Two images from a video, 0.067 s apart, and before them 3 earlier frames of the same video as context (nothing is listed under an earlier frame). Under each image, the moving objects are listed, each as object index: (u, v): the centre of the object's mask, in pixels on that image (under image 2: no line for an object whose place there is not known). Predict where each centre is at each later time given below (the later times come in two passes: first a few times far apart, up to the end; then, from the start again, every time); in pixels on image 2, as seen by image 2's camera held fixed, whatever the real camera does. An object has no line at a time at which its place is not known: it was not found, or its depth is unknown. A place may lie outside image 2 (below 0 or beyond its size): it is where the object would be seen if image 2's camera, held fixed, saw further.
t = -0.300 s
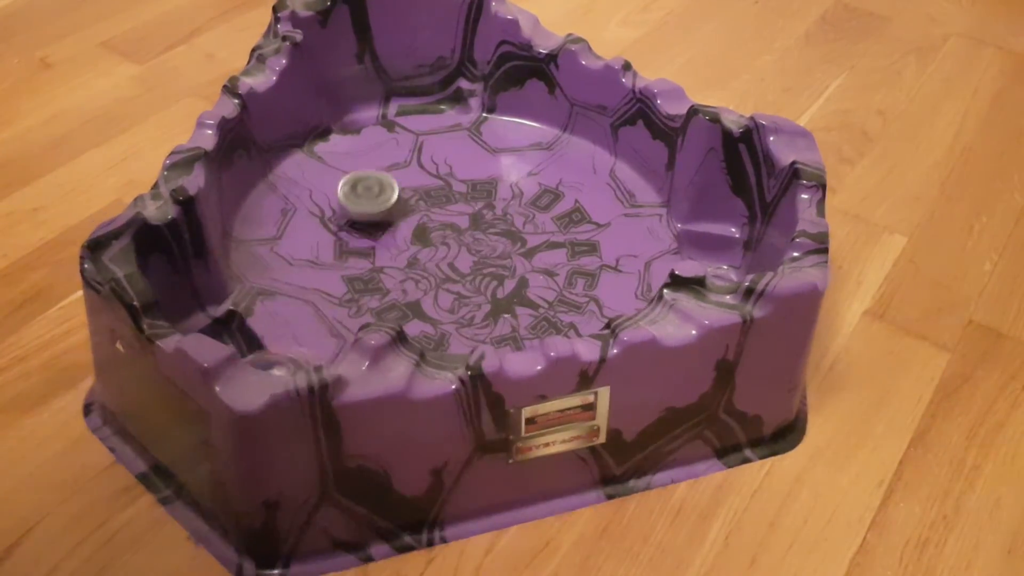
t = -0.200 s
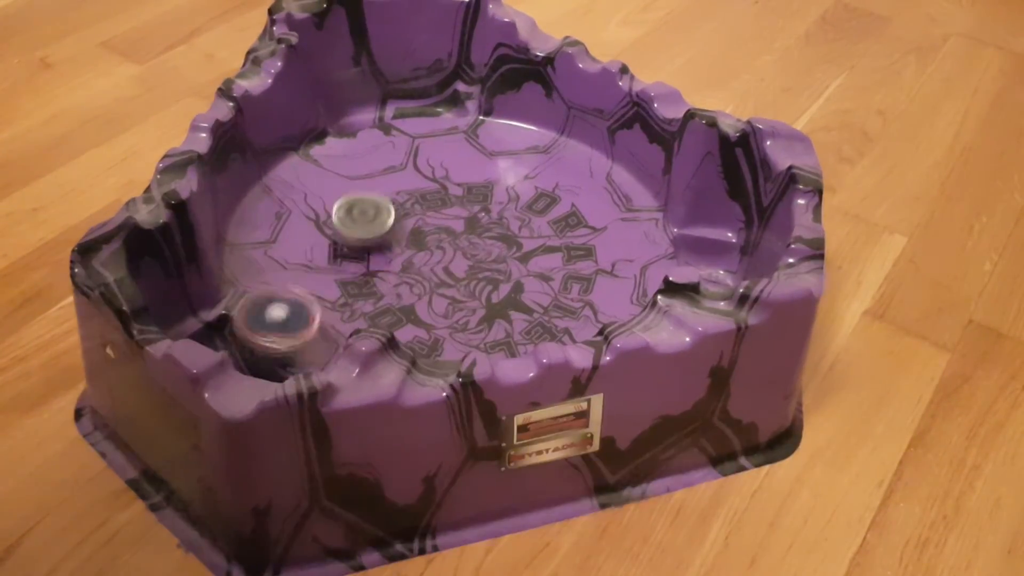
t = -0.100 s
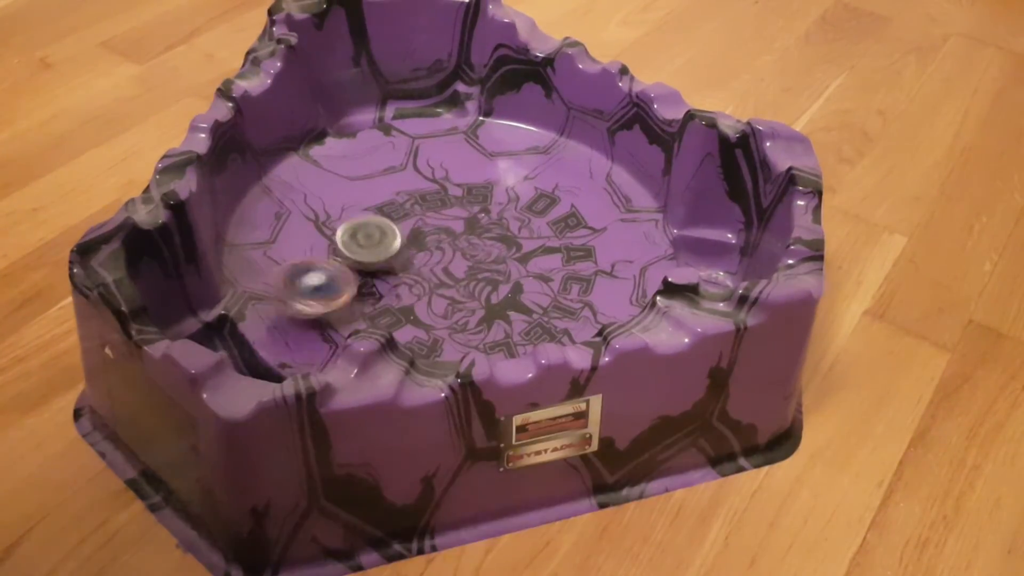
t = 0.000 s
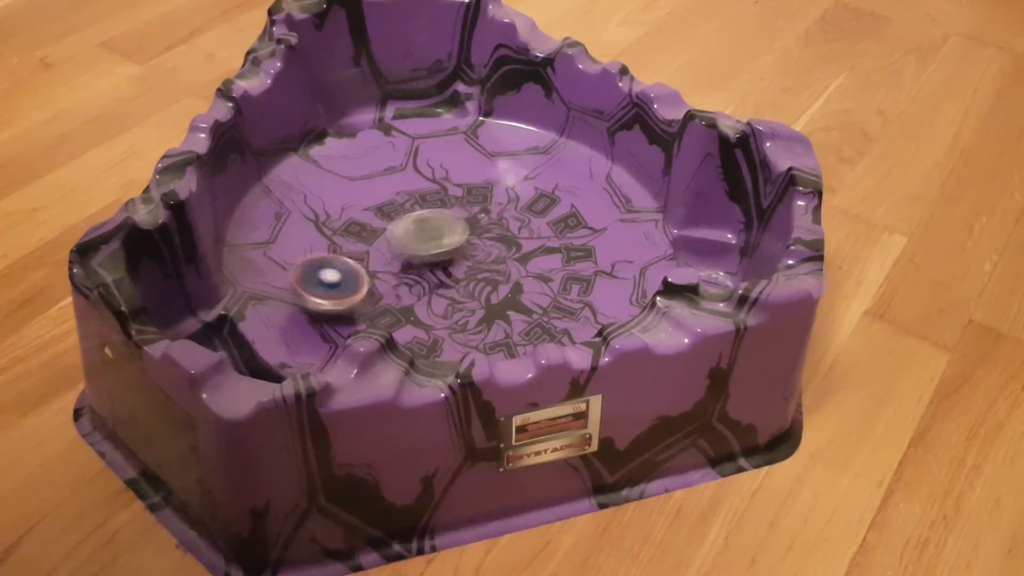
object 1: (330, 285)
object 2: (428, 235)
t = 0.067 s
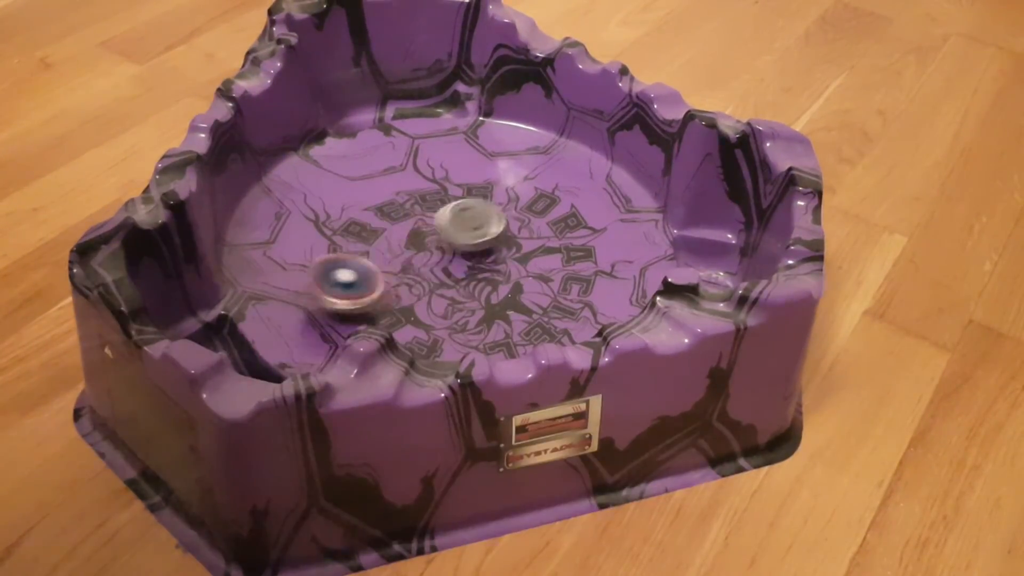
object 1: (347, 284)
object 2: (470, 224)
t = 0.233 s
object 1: (382, 246)
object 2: (510, 201)
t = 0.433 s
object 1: (377, 192)
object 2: (520, 175)
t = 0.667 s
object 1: (340, 175)
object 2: (498, 164)
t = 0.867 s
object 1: (374, 217)
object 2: (472, 181)
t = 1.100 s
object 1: (426, 243)
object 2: (522, 193)
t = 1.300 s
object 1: (485, 239)
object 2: (555, 193)
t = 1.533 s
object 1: (497, 216)
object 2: (558, 181)
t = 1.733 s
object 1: (460, 225)
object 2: (531, 184)
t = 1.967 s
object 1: (434, 245)
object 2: (529, 226)
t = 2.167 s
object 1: (442, 274)
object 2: (547, 257)
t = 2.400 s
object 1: (492, 278)
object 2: (581, 274)
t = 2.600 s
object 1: (498, 241)
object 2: (594, 267)
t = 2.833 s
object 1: (443, 210)
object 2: (559, 260)
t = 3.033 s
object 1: (381, 227)
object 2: (504, 265)
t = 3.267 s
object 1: (371, 278)
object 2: (461, 285)
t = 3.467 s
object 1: (379, 296)
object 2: (458, 303)
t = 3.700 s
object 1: (388, 281)
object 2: (488, 302)
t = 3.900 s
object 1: (408, 244)
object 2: (481, 279)
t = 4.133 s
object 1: (406, 202)
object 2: (448, 255)
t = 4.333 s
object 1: (405, 184)
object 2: (410, 250)
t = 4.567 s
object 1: (423, 185)
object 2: (382, 254)
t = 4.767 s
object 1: (449, 203)
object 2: (378, 260)
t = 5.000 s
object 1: (493, 217)
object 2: (395, 261)
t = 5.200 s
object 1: (518, 226)
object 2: (422, 254)
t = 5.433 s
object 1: (524, 236)
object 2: (440, 231)
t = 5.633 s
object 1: (513, 245)
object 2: (439, 213)
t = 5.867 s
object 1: (483, 255)
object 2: (437, 210)
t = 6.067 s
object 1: (448, 269)
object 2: (444, 214)
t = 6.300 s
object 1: (436, 284)
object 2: (459, 211)
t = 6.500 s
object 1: (445, 280)
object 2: (468, 208)
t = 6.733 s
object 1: (460, 255)
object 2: (473, 207)
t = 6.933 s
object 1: (438, 255)
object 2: (471, 198)
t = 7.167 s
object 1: (429, 263)
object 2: (456, 211)
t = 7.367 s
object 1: (426, 265)
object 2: (472, 221)
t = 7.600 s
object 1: (426, 268)
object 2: (493, 220)
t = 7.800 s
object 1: (438, 256)
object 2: (498, 222)
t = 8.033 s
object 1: (415, 242)
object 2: (521, 221)
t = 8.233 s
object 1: (377, 246)
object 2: (531, 214)
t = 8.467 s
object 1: (385, 260)
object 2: (519, 217)
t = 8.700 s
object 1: (439, 253)
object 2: (504, 236)
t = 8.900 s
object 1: (423, 238)
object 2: (547, 238)
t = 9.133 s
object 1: (416, 226)
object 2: (554, 228)
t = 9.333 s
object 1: (424, 227)
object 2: (531, 233)
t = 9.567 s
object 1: (443, 223)
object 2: (514, 257)
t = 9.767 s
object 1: (428, 213)
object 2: (517, 272)
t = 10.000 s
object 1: (427, 225)
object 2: (505, 279)
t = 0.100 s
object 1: (356, 282)
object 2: (484, 220)
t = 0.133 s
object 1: (367, 274)
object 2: (494, 216)
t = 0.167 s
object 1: (371, 266)
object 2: (501, 211)
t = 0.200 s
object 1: (378, 256)
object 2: (506, 206)
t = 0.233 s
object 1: (382, 246)
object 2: (510, 201)
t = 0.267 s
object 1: (384, 238)
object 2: (514, 197)
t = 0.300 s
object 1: (386, 229)
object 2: (517, 192)
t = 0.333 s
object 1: (386, 218)
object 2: (520, 187)
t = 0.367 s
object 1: (383, 210)
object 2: (521, 183)
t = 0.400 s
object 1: (380, 202)
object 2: (521, 179)
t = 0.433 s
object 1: (377, 192)
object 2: (520, 175)
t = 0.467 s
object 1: (374, 185)
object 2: (519, 172)
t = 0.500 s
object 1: (370, 177)
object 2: (517, 170)
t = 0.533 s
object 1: (366, 171)
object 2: (514, 167)
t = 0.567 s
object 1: (359, 168)
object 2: (512, 166)
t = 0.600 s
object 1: (352, 167)
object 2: (508, 164)
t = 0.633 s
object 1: (345, 169)
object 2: (503, 163)
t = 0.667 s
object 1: (340, 175)
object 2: (498, 164)
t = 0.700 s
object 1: (337, 182)
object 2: (493, 165)
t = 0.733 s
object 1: (337, 190)
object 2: (488, 166)
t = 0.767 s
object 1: (342, 199)
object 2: (484, 169)
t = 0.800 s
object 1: (348, 207)
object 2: (479, 173)
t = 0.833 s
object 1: (359, 213)
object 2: (475, 177)
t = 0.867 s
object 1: (374, 217)
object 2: (472, 181)
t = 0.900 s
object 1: (388, 220)
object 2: (470, 186)
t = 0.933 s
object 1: (405, 222)
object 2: (468, 192)
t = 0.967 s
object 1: (416, 223)
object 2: (469, 196)
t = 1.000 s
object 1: (414, 229)
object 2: (486, 194)
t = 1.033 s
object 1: (414, 234)
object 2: (503, 193)
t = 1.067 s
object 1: (419, 240)
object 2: (513, 193)
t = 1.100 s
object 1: (426, 243)
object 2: (522, 193)
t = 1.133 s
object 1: (437, 245)
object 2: (528, 193)
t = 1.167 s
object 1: (445, 246)
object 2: (535, 193)
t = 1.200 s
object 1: (455, 246)
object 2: (541, 194)
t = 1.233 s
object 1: (466, 245)
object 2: (547, 194)
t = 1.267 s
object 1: (476, 243)
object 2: (551, 193)
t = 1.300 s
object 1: (485, 239)
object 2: (555, 193)
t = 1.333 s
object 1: (492, 235)
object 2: (557, 191)
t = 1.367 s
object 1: (497, 232)
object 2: (558, 190)
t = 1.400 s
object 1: (500, 228)
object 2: (558, 189)
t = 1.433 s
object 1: (508, 222)
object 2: (558, 187)
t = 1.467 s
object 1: (508, 219)
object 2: (556, 186)
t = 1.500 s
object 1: (505, 216)
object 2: (557, 184)
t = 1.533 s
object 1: (497, 216)
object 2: (558, 181)
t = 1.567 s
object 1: (490, 216)
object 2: (555, 178)
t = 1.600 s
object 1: (482, 218)
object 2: (550, 176)
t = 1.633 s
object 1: (476, 220)
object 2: (544, 175)
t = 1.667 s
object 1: (470, 222)
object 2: (539, 176)
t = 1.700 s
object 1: (465, 224)
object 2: (535, 179)
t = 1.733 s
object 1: (460, 225)
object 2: (531, 184)
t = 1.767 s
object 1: (455, 227)
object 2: (528, 190)
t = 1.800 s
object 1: (452, 229)
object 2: (526, 195)
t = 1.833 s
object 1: (448, 231)
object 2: (526, 202)
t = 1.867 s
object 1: (444, 233)
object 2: (526, 208)
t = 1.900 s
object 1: (441, 236)
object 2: (526, 214)
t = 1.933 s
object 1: (437, 240)
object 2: (527, 220)
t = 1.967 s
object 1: (434, 245)
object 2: (529, 226)
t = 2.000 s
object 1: (432, 250)
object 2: (530, 232)
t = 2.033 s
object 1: (432, 255)
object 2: (532, 238)
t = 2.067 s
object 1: (432, 259)
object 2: (535, 244)
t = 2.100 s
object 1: (434, 264)
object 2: (538, 249)
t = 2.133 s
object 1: (437, 269)
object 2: (542, 253)
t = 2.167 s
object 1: (442, 274)
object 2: (547, 257)
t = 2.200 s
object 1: (448, 278)
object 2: (552, 260)
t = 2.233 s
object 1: (454, 281)
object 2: (557, 264)
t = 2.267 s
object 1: (462, 283)
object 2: (563, 267)
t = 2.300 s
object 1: (472, 284)
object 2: (566, 269)
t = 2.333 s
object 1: (481, 283)
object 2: (572, 271)
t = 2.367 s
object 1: (487, 281)
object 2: (577, 273)
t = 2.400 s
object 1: (492, 278)
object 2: (581, 274)
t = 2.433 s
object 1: (496, 273)
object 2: (586, 276)
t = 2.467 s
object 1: (500, 269)
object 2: (589, 276)
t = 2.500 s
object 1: (502, 262)
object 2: (592, 275)
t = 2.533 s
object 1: (502, 255)
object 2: (594, 273)
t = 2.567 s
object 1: (502, 249)
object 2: (595, 270)
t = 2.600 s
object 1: (498, 241)
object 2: (594, 267)
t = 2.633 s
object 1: (495, 237)
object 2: (592, 264)
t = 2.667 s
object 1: (492, 231)
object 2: (589, 261)
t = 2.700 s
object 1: (483, 224)
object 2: (584, 260)
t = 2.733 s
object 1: (474, 219)
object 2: (579, 259)
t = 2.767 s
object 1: (464, 215)
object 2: (572, 259)
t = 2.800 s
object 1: (454, 212)
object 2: (565, 259)
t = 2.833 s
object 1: (443, 210)
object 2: (559, 260)
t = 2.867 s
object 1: (431, 209)
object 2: (550, 261)
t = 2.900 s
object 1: (419, 209)
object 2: (541, 261)
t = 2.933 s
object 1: (408, 212)
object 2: (533, 262)
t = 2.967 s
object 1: (399, 216)
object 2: (523, 263)
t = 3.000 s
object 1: (388, 221)
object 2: (513, 264)
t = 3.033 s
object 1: (381, 227)
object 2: (504, 265)
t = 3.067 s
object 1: (373, 234)
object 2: (494, 267)
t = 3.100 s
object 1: (368, 241)
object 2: (484, 268)
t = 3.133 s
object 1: (368, 250)
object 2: (475, 270)
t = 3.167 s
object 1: (370, 257)
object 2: (466, 273)
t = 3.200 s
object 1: (374, 265)
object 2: (458, 275)
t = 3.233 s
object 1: (380, 273)
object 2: (453, 279)
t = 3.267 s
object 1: (371, 278)
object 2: (461, 285)
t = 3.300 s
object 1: (367, 282)
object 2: (466, 289)
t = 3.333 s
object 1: (365, 286)
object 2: (466, 293)
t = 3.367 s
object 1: (366, 288)
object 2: (465, 295)
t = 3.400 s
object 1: (369, 292)
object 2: (462, 298)
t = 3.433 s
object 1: (373, 295)
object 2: (460, 300)
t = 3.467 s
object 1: (379, 296)
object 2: (458, 303)
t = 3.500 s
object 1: (382, 297)
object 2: (458, 305)
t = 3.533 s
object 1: (380, 295)
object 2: (467, 308)
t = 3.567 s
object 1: (380, 294)
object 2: (475, 310)
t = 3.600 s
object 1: (382, 292)
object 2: (479, 310)
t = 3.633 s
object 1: (383, 289)
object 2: (483, 308)
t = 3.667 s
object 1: (385, 286)
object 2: (486, 306)
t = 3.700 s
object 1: (388, 281)
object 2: (488, 302)
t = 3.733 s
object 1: (392, 276)
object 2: (489, 298)
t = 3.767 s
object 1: (396, 269)
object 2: (489, 294)
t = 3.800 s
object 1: (400, 263)
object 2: (487, 290)
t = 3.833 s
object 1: (402, 257)
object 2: (486, 287)
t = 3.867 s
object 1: (405, 250)
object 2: (484, 283)
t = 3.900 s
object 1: (408, 244)
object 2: (481, 279)
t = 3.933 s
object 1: (409, 238)
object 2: (479, 274)
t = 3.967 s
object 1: (408, 231)
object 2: (476, 270)
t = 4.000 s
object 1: (410, 224)
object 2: (472, 266)
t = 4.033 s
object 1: (410, 218)
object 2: (466, 263)
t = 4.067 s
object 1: (410, 212)
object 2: (460, 260)
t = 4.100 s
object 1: (408, 207)
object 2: (454, 257)
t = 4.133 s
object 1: (406, 202)
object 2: (448, 255)
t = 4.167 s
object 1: (404, 197)
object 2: (441, 253)
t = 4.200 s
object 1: (403, 193)
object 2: (434, 252)
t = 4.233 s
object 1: (404, 191)
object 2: (428, 251)
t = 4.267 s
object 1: (403, 188)
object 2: (422, 250)
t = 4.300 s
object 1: (404, 186)
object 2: (415, 250)
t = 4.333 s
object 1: (405, 184)
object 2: (410, 250)
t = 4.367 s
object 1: (405, 183)
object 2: (405, 250)
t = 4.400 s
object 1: (407, 182)
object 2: (399, 250)
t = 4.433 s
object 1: (410, 182)
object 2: (395, 252)
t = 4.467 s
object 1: (413, 182)
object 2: (391, 252)
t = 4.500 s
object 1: (416, 183)
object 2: (388, 253)
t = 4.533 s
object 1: (420, 183)
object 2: (385, 253)
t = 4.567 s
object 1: (423, 185)
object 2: (382, 254)
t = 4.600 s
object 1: (427, 187)
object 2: (380, 255)
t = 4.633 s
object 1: (431, 190)
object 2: (379, 256)
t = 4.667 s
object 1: (435, 193)
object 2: (378, 257)
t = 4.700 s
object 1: (440, 196)
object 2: (377, 258)
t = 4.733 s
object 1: (444, 200)
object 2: (377, 259)
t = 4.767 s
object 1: (449, 203)
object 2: (378, 260)
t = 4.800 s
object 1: (455, 206)
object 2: (378, 260)
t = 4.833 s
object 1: (460, 208)
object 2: (380, 261)
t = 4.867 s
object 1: (467, 210)
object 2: (381, 262)
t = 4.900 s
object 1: (474, 212)
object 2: (384, 262)
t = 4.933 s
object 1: (481, 214)
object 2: (388, 262)
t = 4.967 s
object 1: (488, 215)
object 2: (391, 262)
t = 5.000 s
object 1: (493, 217)
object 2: (395, 261)
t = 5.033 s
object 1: (498, 219)
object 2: (398, 260)
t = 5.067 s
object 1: (503, 220)
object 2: (403, 260)
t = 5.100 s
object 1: (507, 222)
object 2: (407, 260)
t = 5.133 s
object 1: (511, 224)
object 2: (412, 258)
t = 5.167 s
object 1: (514, 225)
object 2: (417, 256)
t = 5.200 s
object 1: (518, 226)
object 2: (422, 254)
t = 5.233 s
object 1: (520, 228)
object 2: (425, 252)
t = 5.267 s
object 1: (522, 228)
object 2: (428, 248)
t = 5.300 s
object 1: (523, 230)
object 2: (431, 245)
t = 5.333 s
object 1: (525, 231)
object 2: (434, 241)
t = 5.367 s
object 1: (525, 233)
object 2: (437, 238)
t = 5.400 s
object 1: (525, 234)
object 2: (439, 234)
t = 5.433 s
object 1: (524, 236)
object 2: (440, 231)
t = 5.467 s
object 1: (523, 237)
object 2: (441, 227)
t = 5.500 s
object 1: (521, 239)
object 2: (441, 224)
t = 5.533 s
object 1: (519, 241)
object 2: (441, 220)
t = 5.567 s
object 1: (518, 243)
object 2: (441, 217)
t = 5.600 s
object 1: (515, 244)
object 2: (440, 215)
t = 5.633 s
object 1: (513, 245)
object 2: (439, 213)
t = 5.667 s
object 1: (510, 247)
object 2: (439, 212)
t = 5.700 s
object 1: (506, 248)
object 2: (439, 211)
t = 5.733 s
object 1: (503, 249)
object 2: (438, 211)
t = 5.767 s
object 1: (499, 251)
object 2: (438, 210)
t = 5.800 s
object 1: (495, 252)
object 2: (437, 210)
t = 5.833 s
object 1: (490, 253)
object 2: (437, 210)
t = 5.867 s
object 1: (483, 255)
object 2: (437, 210)
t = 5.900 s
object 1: (479, 257)
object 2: (437, 210)
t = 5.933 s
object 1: (472, 259)
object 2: (437, 211)
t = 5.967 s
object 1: (465, 260)
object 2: (438, 211)
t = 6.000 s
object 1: (458, 263)
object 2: (440, 212)
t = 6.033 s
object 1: (453, 265)
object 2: (442, 213)
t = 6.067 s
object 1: (448, 269)
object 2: (444, 214)
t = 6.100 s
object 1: (444, 272)
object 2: (447, 214)
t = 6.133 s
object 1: (440, 276)
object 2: (449, 214)
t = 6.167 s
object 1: (438, 279)
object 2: (451, 213)
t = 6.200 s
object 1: (437, 280)
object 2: (453, 213)
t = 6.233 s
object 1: (436, 282)
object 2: (456, 212)
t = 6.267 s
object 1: (436, 283)
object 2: (458, 212)
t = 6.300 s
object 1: (436, 284)
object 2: (459, 211)
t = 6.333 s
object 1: (437, 285)
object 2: (461, 210)
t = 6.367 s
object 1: (438, 285)
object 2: (463, 210)
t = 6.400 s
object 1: (440, 284)
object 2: (464, 209)
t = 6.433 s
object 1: (441, 283)
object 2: (466, 209)
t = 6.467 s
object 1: (443, 282)
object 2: (467, 208)
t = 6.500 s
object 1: (445, 280)
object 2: (468, 208)
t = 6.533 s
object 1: (447, 277)
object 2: (469, 208)
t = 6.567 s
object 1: (450, 275)
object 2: (470, 208)
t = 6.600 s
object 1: (453, 272)
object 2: (470, 208)
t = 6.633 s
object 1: (455, 269)
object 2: (470, 208)
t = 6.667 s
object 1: (456, 266)
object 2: (471, 208)
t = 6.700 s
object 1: (459, 261)
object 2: (472, 208)
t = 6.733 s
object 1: (460, 255)
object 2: (473, 207)
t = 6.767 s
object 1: (459, 251)
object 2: (474, 205)
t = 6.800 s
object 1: (455, 251)
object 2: (476, 203)
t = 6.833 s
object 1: (449, 252)
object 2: (477, 201)
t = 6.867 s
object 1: (445, 252)
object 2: (476, 200)
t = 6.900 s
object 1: (441, 254)
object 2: (474, 198)
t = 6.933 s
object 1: (438, 255)
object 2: (471, 198)
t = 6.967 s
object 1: (436, 257)
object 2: (468, 197)
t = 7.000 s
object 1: (433, 258)
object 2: (465, 198)
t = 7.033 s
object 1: (432, 260)
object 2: (462, 199)
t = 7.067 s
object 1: (430, 262)
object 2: (459, 201)
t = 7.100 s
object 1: (429, 262)
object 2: (457, 204)
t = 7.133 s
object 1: (428, 263)
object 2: (456, 207)
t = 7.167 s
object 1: (429, 263)
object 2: (456, 211)
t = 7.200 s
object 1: (429, 263)
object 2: (457, 214)
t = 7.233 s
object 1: (429, 262)
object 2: (458, 216)
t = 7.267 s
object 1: (430, 261)
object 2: (460, 218)
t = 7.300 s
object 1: (431, 261)
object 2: (462, 221)
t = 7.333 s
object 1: (429, 263)
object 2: (468, 221)
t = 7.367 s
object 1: (426, 265)
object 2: (472, 221)
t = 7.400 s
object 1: (424, 267)
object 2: (476, 221)
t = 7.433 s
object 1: (423, 268)
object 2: (480, 220)
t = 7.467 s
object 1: (422, 269)
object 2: (483, 220)
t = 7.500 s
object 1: (423, 269)
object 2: (486, 220)
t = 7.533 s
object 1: (423, 269)
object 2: (489, 220)
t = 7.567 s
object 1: (425, 268)
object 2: (491, 220)
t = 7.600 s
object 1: (426, 268)
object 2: (493, 220)
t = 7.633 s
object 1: (428, 266)
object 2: (494, 220)
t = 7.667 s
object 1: (431, 265)
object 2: (496, 220)
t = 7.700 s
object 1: (432, 263)
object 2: (497, 220)
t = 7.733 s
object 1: (434, 260)
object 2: (498, 221)
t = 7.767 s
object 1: (436, 258)
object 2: (498, 221)
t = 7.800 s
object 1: (438, 256)
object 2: (498, 222)
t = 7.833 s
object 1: (441, 252)
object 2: (498, 222)
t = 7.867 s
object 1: (442, 250)
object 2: (499, 223)
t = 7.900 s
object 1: (442, 246)
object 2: (499, 224)
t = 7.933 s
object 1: (441, 243)
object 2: (501, 225)
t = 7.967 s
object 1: (434, 242)
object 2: (509, 224)
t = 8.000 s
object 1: (423, 242)
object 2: (516, 223)
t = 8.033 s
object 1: (415, 242)
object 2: (521, 221)
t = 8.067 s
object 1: (405, 241)
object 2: (524, 220)
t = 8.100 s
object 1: (399, 242)
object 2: (527, 218)
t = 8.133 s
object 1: (392, 242)
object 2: (529, 217)
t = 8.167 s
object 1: (386, 243)
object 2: (530, 216)
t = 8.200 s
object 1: (381, 244)
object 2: (531, 215)
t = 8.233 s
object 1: (377, 246)
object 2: (531, 214)
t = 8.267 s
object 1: (374, 248)
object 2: (530, 214)
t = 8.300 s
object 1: (372, 251)
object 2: (529, 213)
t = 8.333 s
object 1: (372, 252)
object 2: (528, 213)
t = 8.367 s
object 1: (373, 255)
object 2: (526, 213)
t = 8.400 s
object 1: (375, 257)
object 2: (525, 214)
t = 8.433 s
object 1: (379, 258)
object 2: (522, 215)
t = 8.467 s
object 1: (385, 260)
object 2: (519, 217)
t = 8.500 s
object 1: (391, 259)
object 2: (516, 219)
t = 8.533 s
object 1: (397, 260)
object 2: (514, 221)
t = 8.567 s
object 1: (405, 261)
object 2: (511, 223)
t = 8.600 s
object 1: (413, 259)
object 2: (509, 226)
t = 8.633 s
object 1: (422, 257)
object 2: (507, 229)
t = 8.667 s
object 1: (430, 256)
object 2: (505, 232)
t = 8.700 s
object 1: (439, 253)
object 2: (504, 236)
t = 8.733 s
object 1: (438, 251)
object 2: (509, 238)
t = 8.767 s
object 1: (433, 249)
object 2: (523, 238)
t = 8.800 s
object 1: (429, 245)
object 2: (532, 239)
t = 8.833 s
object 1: (427, 243)
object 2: (538, 239)
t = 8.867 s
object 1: (425, 240)
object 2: (543, 239)
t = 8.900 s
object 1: (423, 238)
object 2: (547, 238)
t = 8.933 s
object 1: (422, 236)
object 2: (551, 236)
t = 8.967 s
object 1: (421, 234)
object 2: (555, 235)
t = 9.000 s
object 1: (419, 232)
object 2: (557, 233)
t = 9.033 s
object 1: (418, 230)
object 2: (558, 231)
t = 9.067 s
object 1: (416, 228)
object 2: (558, 230)
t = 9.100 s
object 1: (416, 226)
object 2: (556, 229)
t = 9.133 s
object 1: (416, 226)
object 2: (554, 228)
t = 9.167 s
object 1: (417, 226)
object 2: (552, 228)
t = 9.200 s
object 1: (417, 226)
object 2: (548, 228)
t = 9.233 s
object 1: (419, 227)
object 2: (544, 228)
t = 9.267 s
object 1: (420, 227)
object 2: (540, 229)
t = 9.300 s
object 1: (423, 227)
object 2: (535, 231)
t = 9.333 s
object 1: (424, 227)
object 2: (531, 233)
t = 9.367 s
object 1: (428, 228)
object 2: (526, 235)
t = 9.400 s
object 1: (431, 227)
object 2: (521, 238)
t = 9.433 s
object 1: (436, 229)
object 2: (517, 241)
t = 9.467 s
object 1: (440, 229)
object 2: (513, 244)
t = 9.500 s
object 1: (445, 229)
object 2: (511, 248)
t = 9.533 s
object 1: (445, 227)
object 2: (512, 252)
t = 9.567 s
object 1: (443, 223)
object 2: (514, 257)
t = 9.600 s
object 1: (440, 220)
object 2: (515, 260)
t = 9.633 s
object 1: (439, 218)
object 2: (517, 263)
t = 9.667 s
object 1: (436, 216)
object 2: (518, 265)
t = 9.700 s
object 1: (433, 214)
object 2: (518, 268)
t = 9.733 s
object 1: (430, 213)
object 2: (518, 270)
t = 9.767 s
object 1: (428, 213)
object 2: (517, 272)
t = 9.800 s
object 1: (425, 213)
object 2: (516, 273)
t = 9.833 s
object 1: (423, 213)
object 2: (515, 275)
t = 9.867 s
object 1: (422, 215)
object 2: (514, 276)
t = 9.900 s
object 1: (421, 217)
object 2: (512, 277)
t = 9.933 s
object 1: (421, 219)
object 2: (510, 277)
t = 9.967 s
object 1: (423, 222)
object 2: (507, 278)
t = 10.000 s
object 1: (427, 225)
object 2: (505, 279)
